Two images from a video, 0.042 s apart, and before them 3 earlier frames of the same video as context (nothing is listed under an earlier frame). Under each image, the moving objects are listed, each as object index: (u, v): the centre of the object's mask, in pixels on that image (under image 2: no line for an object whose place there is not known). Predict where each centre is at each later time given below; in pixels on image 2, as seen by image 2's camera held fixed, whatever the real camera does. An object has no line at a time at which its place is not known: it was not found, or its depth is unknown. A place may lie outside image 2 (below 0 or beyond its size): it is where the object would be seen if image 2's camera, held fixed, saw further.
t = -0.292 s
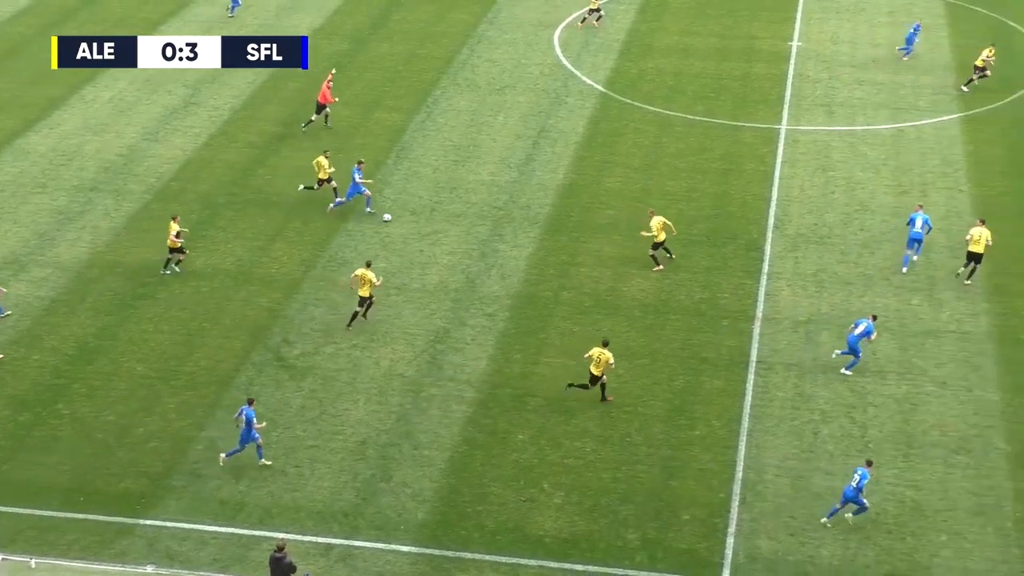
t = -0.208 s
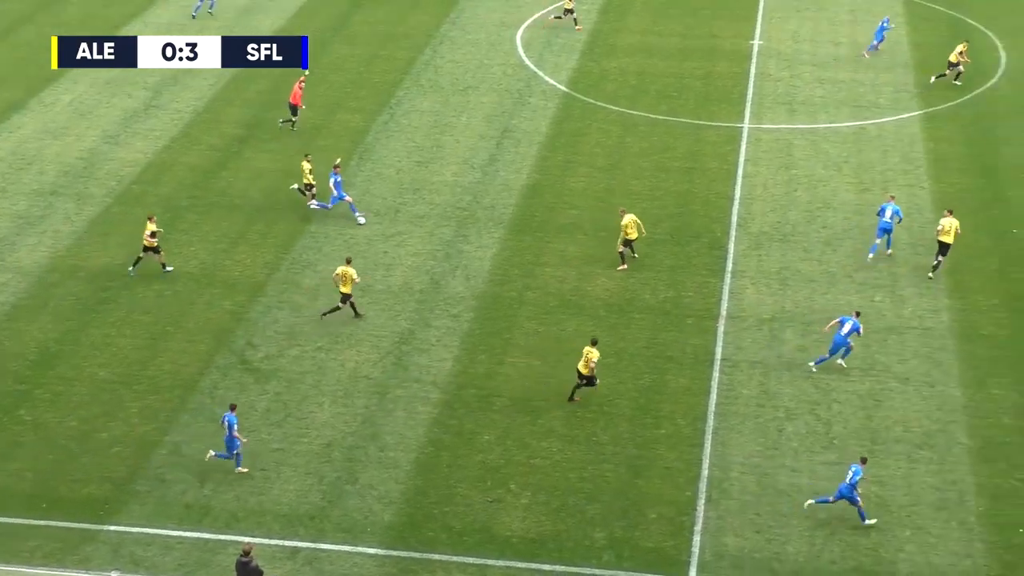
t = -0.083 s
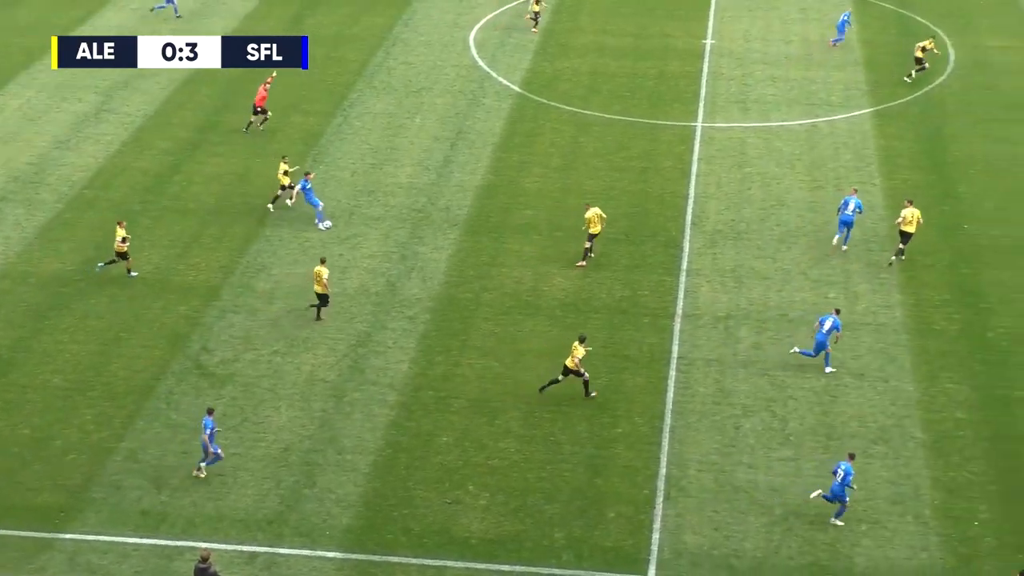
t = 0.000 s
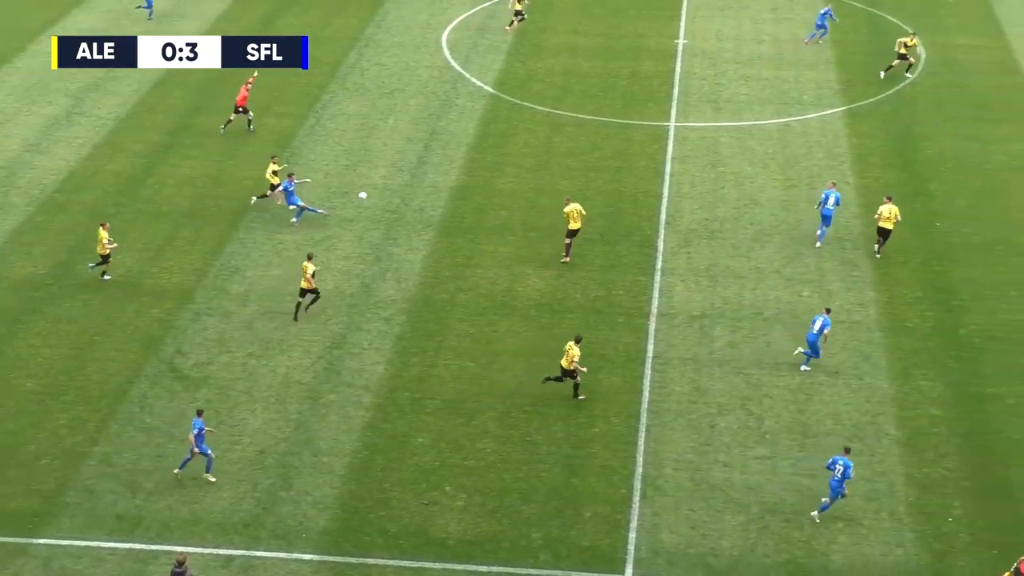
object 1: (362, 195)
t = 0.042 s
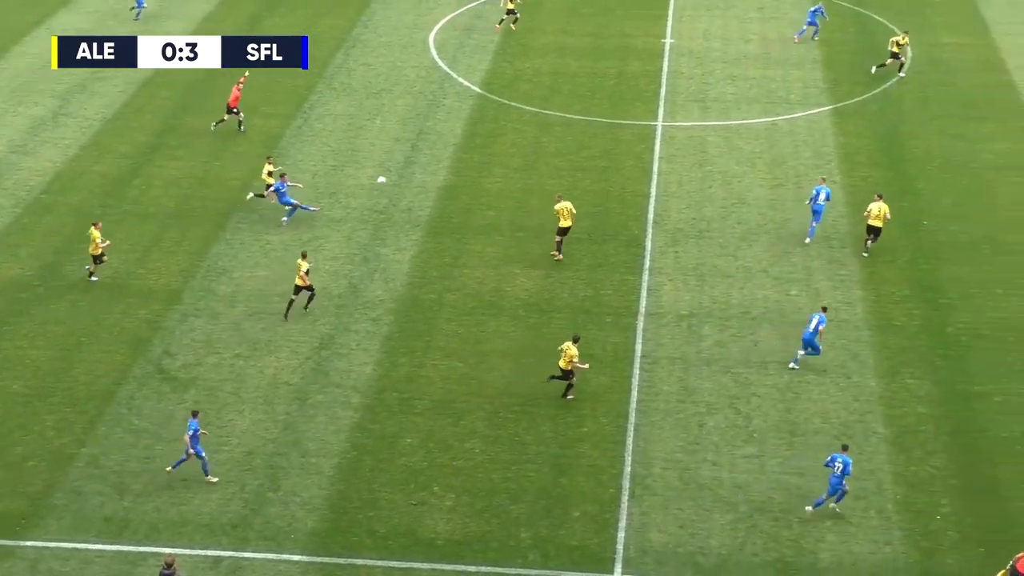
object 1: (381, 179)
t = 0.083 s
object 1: (411, 164)
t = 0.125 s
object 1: (439, 149)
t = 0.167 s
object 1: (466, 136)
